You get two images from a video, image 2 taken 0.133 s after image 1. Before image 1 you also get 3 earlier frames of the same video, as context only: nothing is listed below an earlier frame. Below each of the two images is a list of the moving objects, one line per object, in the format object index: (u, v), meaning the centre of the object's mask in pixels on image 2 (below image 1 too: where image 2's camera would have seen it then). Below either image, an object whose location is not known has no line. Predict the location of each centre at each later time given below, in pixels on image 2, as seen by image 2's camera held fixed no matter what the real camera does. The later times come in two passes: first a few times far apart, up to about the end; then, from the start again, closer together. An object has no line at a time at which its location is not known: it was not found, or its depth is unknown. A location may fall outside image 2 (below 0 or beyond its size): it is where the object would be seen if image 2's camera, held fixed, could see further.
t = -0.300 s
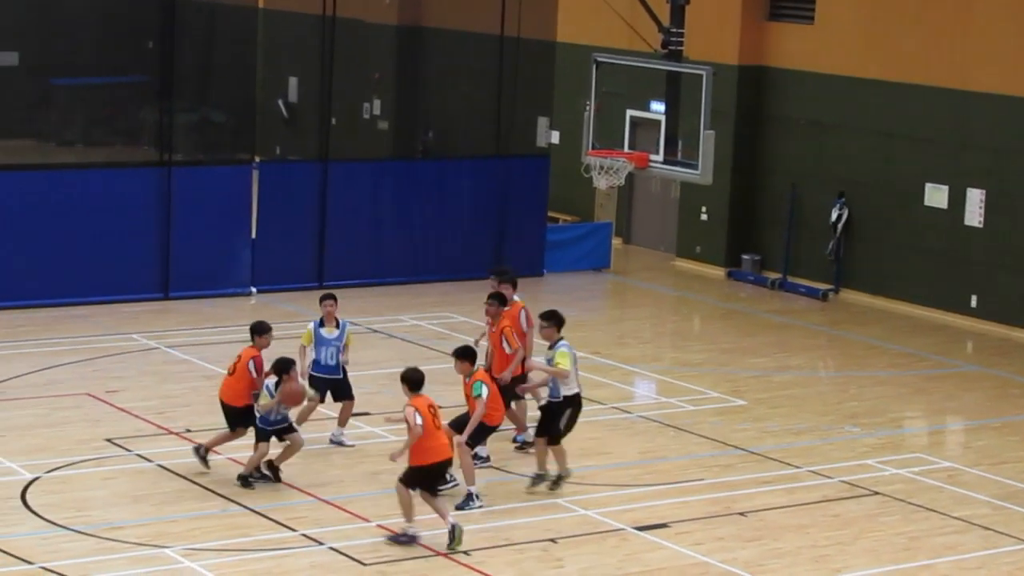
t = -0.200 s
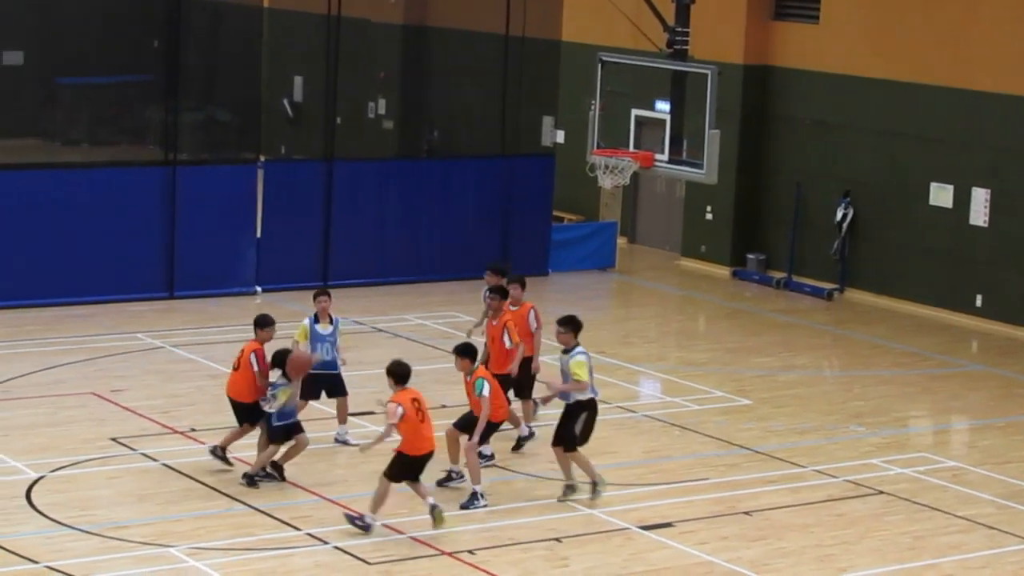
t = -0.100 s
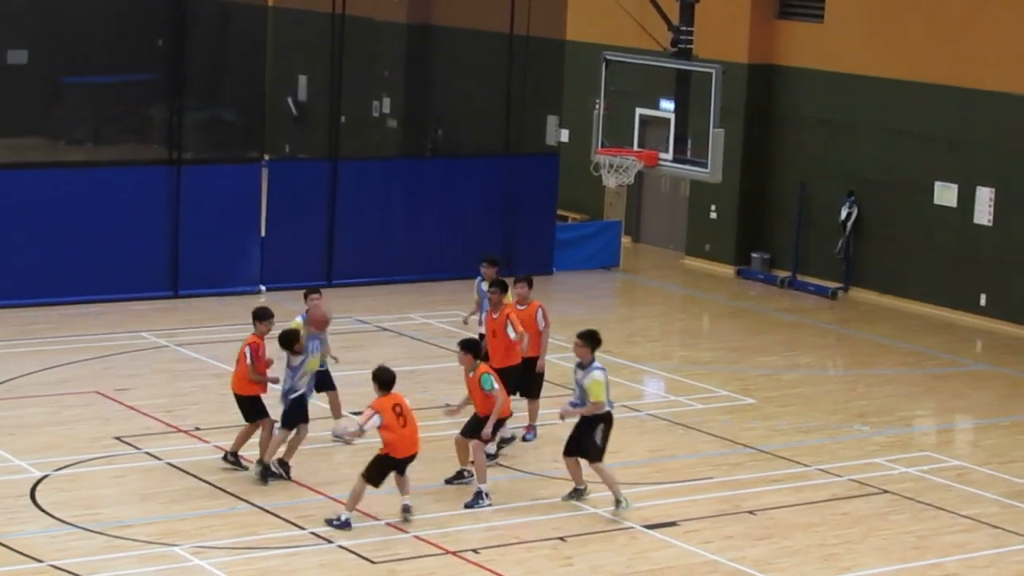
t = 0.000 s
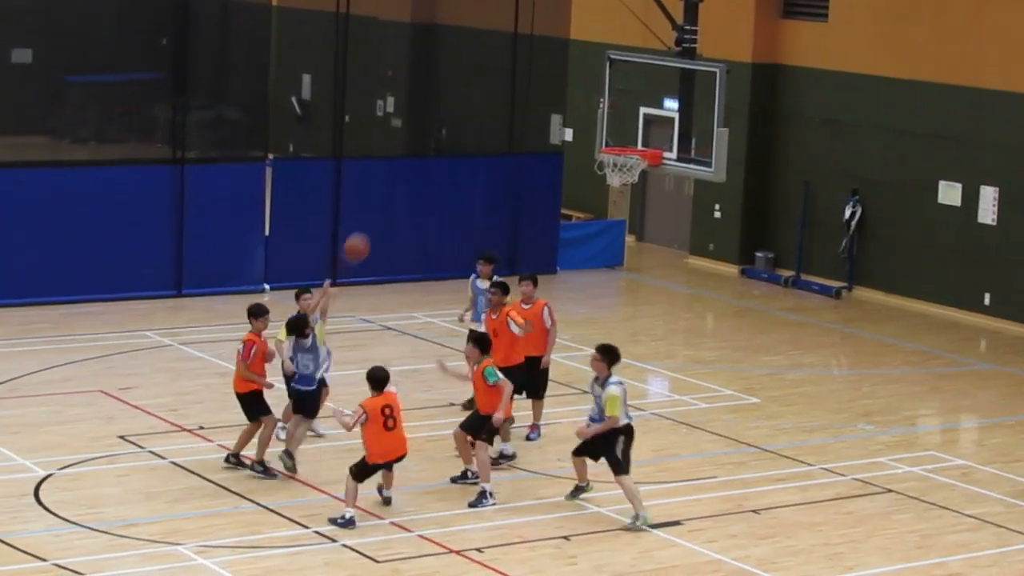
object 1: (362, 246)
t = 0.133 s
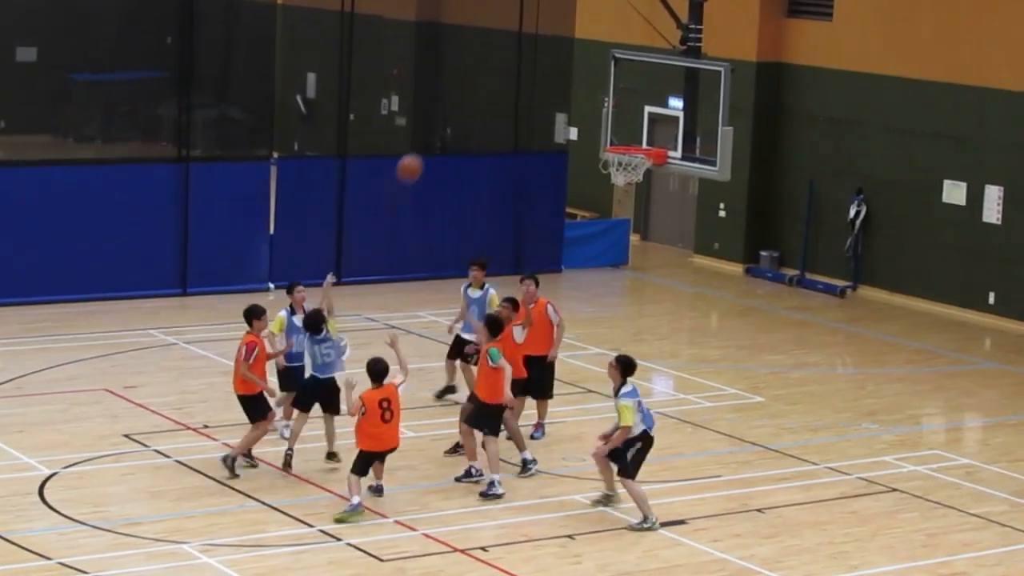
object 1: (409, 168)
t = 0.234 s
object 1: (446, 122)
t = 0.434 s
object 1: (513, 62)
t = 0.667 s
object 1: (584, 47)
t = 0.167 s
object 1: (422, 152)
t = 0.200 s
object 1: (433, 136)
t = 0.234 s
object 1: (446, 122)
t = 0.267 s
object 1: (457, 109)
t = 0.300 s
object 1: (469, 97)
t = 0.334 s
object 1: (480, 87)
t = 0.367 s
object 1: (491, 77)
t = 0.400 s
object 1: (502, 69)
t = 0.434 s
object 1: (513, 62)
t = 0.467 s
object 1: (523, 56)
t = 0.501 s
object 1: (534, 52)
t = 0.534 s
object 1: (544, 49)
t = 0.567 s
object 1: (554, 47)
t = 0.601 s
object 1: (565, 45)
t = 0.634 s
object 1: (574, 45)
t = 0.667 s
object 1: (584, 47)
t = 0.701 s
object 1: (594, 49)
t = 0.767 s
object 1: (613, 56)
